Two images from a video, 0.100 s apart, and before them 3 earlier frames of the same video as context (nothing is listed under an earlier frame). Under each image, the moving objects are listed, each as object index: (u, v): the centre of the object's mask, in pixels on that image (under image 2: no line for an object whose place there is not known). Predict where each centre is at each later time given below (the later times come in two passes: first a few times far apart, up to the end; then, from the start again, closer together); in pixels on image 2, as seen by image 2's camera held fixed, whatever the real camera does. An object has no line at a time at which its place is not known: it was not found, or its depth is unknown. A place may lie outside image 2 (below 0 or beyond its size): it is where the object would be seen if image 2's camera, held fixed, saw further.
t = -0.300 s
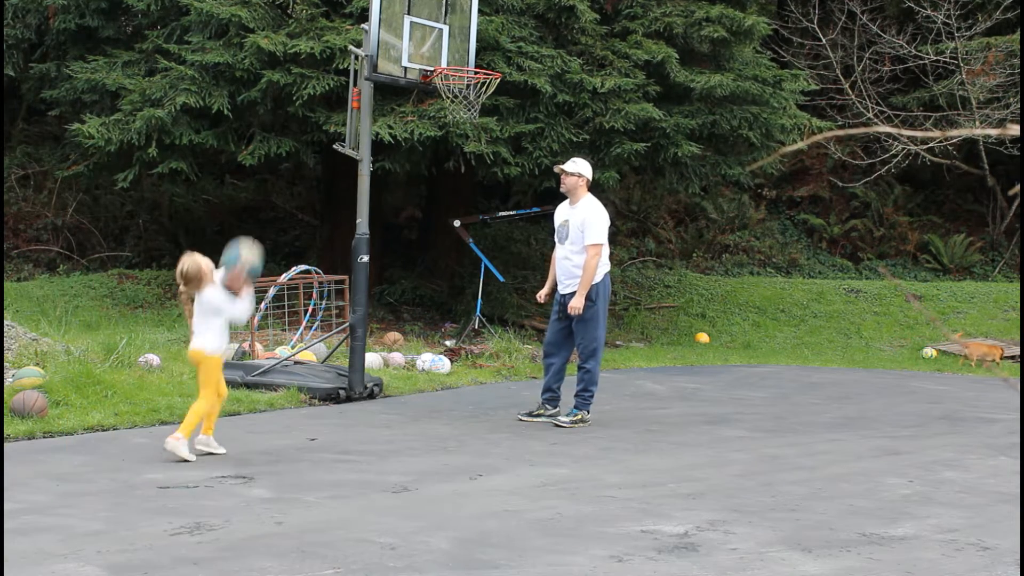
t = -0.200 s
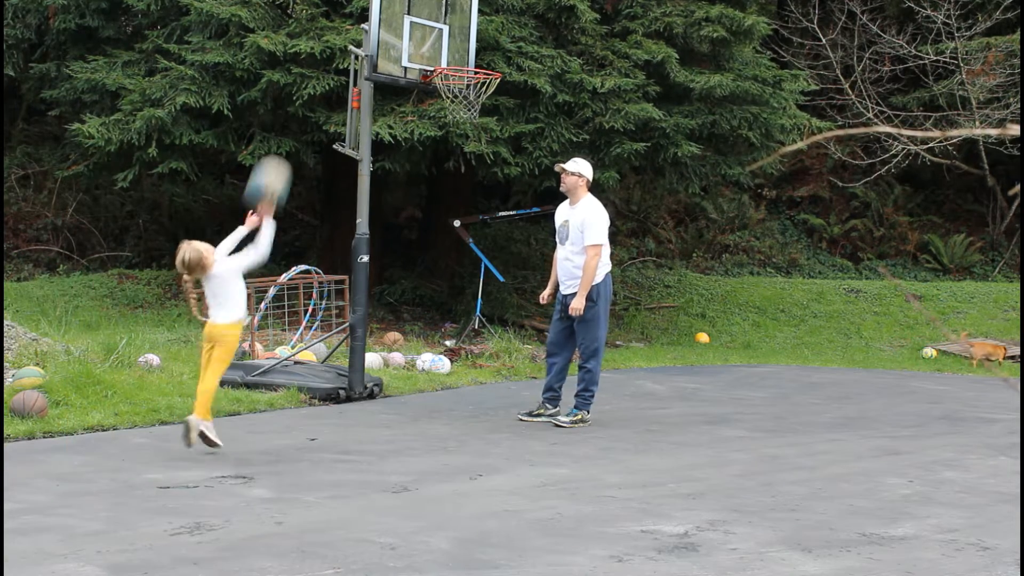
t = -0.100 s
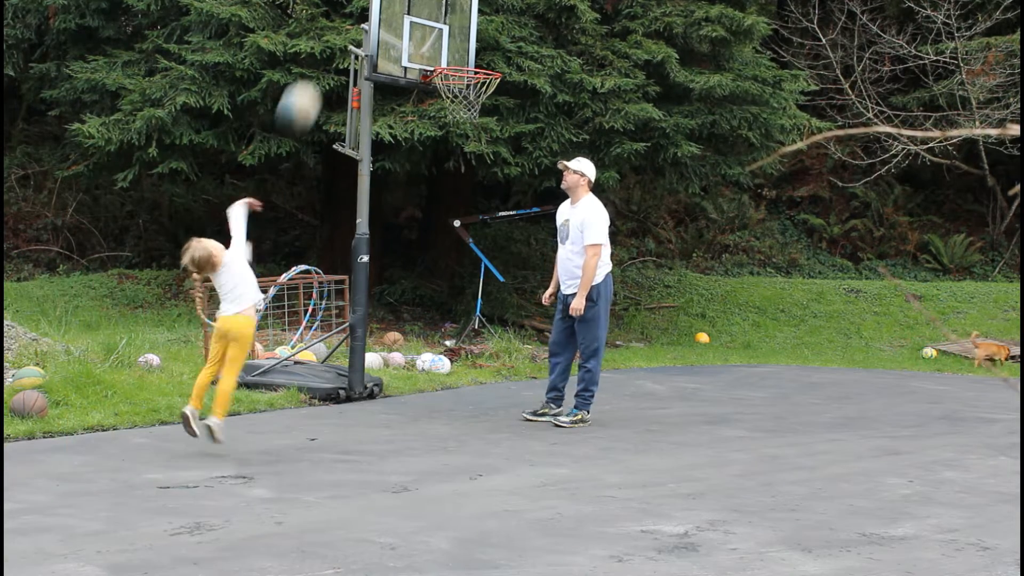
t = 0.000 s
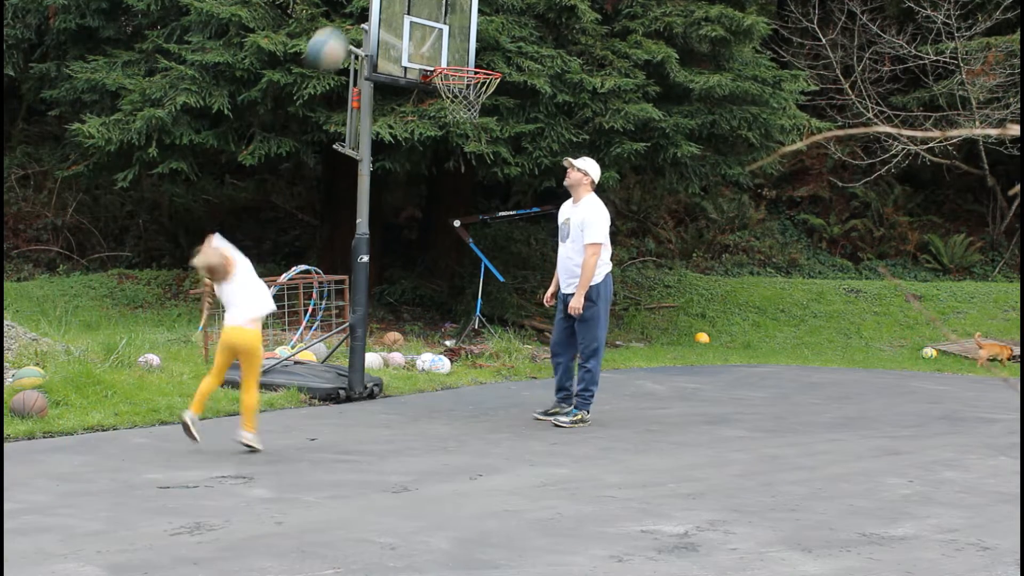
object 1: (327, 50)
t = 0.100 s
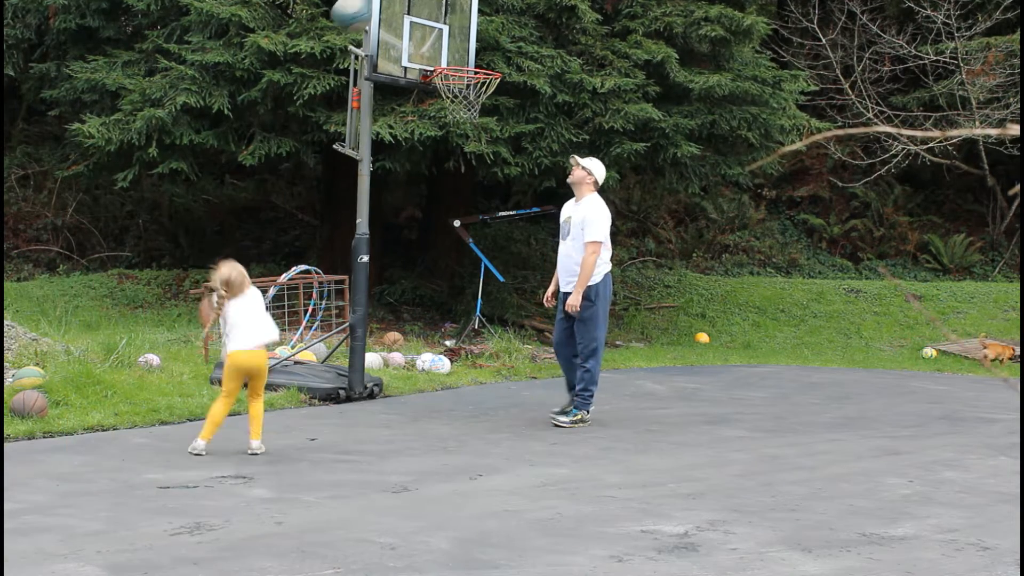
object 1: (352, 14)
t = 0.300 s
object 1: (397, 3)
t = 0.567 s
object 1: (446, 49)
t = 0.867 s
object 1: (476, 75)
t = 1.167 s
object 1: (452, 119)
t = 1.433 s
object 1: (456, 220)
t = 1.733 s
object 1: (463, 360)
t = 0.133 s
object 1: (359, 10)
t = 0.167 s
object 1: (368, 7)
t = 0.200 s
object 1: (376, 5)
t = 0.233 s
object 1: (384, 4)
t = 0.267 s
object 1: (391, 3)
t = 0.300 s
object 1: (397, 3)
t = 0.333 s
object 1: (403, 4)
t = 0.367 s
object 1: (410, 6)
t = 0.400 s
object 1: (419, 8)
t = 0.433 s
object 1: (423, 11)
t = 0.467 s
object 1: (428, 15)
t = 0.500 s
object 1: (434, 23)
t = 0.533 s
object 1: (440, 35)
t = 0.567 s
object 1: (446, 49)
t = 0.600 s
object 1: (452, 51)
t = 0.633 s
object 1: (456, 50)
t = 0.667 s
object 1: (463, 51)
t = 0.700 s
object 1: (468, 52)
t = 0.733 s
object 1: (473, 55)
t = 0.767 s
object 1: (479, 58)
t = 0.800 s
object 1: (483, 66)
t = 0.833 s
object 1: (481, 70)
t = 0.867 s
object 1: (476, 75)
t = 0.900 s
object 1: (470, 79)
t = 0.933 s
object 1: (466, 84)
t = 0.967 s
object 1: (460, 90)
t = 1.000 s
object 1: (454, 101)
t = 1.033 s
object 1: (451, 106)
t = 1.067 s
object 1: (451, 108)
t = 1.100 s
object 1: (451, 110)
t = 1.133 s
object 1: (452, 114)
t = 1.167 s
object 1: (452, 119)
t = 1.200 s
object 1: (452, 126)
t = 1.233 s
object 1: (453, 134)
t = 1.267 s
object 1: (454, 145)
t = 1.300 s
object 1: (455, 157)
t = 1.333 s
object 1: (455, 170)
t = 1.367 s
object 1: (456, 185)
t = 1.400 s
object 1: (456, 202)
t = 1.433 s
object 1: (456, 220)
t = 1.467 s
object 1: (457, 241)
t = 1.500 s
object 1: (457, 262)
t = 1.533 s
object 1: (457, 285)
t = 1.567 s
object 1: (457, 309)
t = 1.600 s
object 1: (457, 334)
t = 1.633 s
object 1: (456, 364)
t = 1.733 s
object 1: (463, 360)
